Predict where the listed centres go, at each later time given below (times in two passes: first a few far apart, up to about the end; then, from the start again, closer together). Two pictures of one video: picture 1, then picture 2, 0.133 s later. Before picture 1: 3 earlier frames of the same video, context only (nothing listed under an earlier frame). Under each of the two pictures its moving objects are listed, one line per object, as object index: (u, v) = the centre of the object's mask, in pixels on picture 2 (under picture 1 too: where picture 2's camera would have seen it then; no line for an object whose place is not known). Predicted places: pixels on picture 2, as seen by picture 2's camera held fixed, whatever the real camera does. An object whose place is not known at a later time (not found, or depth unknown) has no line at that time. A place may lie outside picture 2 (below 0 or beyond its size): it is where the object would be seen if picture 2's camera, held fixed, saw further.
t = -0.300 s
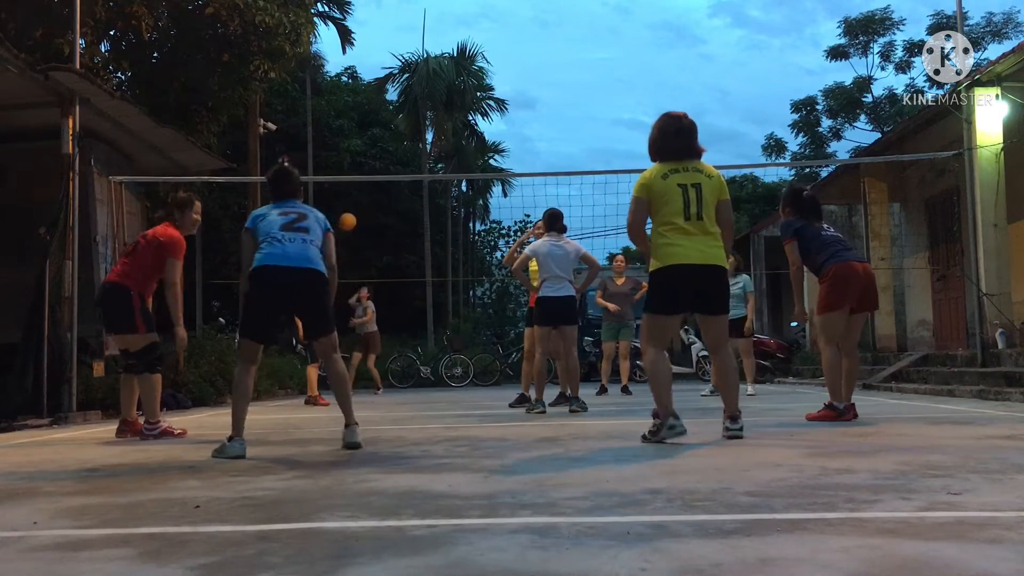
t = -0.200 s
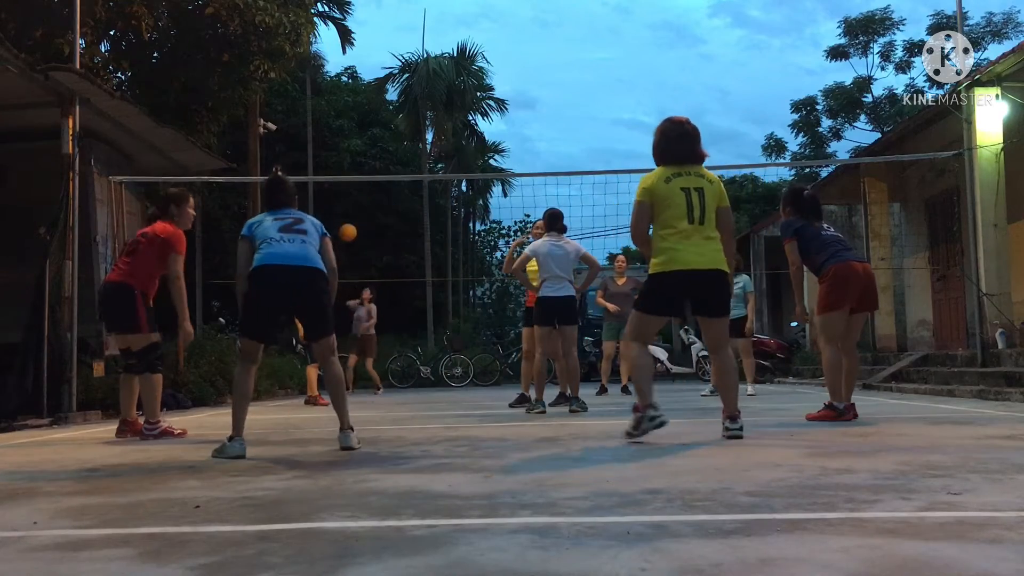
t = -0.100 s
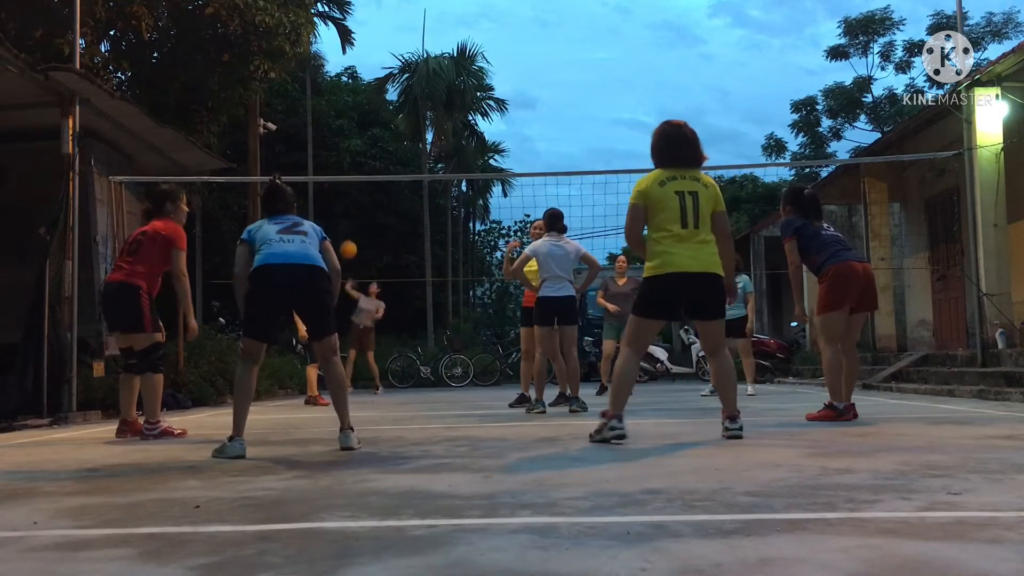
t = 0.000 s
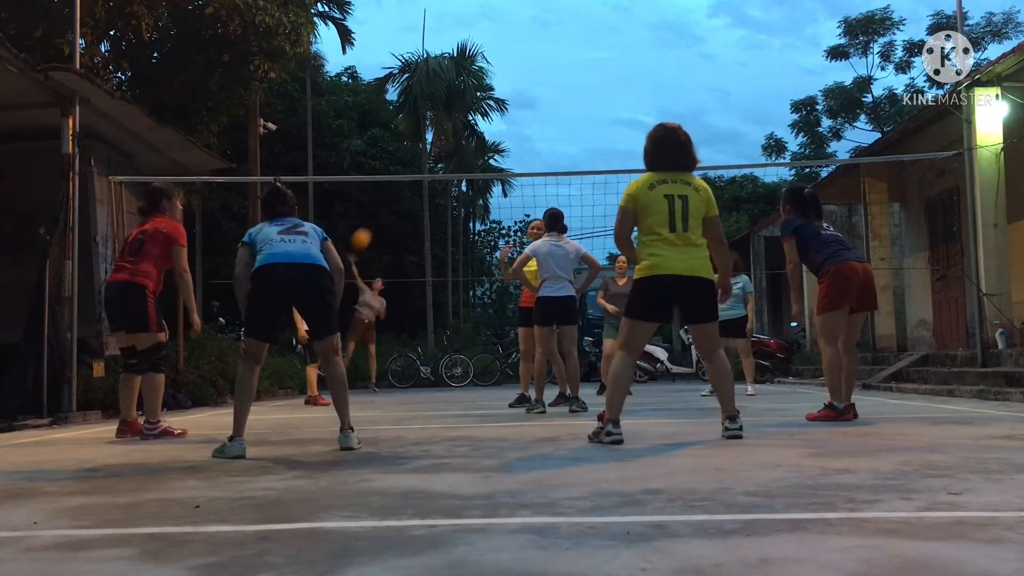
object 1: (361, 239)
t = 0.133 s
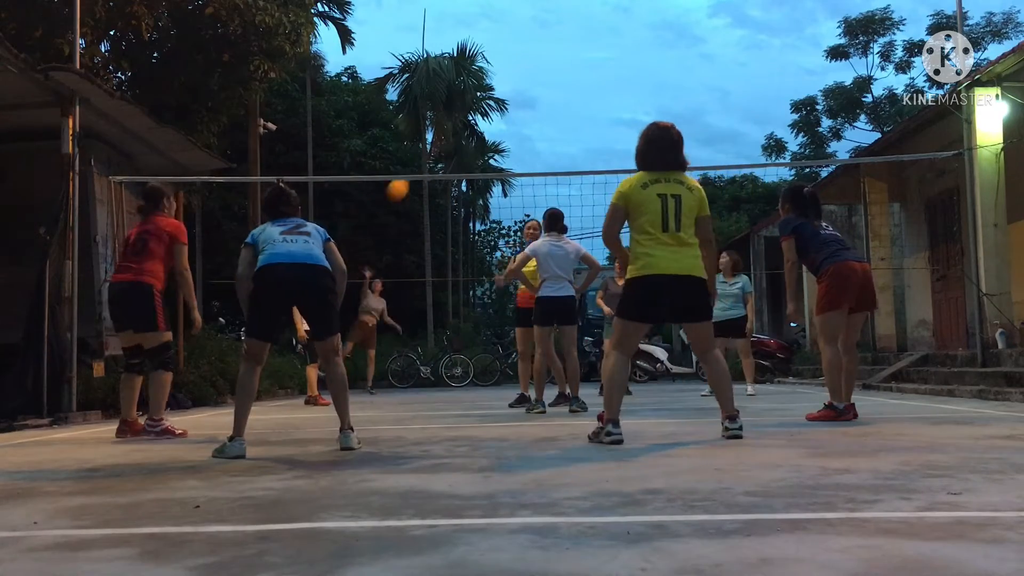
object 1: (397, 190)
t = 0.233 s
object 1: (426, 156)
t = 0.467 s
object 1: (507, 107)
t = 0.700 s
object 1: (610, 108)
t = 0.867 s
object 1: (711, 159)
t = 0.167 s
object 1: (407, 175)
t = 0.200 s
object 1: (416, 165)
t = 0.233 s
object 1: (426, 156)
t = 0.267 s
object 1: (438, 146)
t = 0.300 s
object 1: (448, 138)
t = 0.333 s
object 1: (459, 130)
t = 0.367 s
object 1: (470, 123)
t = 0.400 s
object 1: (483, 116)
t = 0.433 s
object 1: (494, 111)
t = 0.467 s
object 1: (507, 107)
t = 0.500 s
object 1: (520, 103)
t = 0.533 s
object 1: (533, 101)
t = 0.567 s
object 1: (546, 99)
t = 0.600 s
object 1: (562, 99)
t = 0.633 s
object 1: (577, 101)
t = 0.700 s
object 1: (610, 108)
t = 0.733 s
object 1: (629, 114)
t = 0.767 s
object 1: (648, 122)
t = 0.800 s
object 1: (668, 132)
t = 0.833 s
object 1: (689, 144)
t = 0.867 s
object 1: (711, 159)
